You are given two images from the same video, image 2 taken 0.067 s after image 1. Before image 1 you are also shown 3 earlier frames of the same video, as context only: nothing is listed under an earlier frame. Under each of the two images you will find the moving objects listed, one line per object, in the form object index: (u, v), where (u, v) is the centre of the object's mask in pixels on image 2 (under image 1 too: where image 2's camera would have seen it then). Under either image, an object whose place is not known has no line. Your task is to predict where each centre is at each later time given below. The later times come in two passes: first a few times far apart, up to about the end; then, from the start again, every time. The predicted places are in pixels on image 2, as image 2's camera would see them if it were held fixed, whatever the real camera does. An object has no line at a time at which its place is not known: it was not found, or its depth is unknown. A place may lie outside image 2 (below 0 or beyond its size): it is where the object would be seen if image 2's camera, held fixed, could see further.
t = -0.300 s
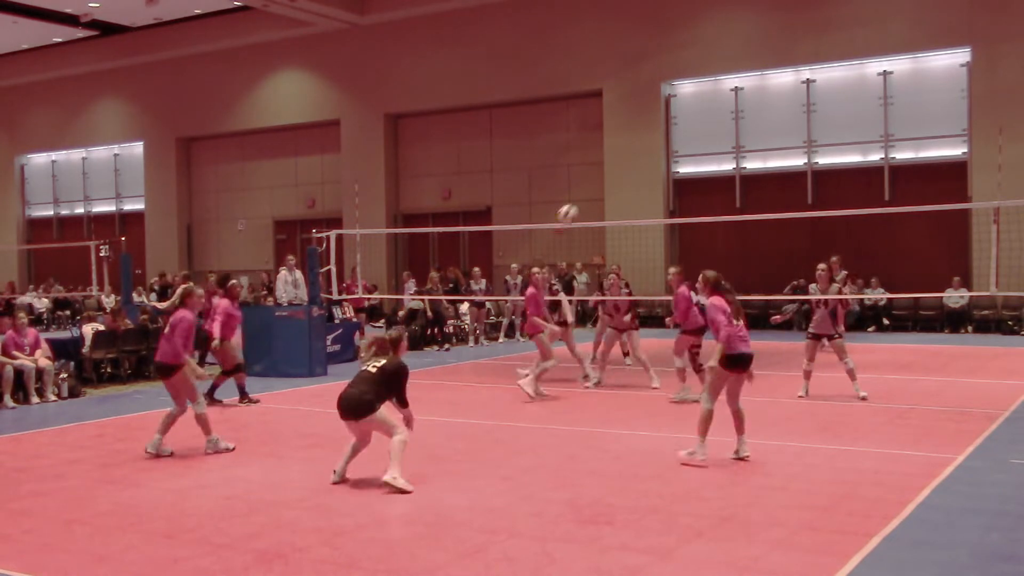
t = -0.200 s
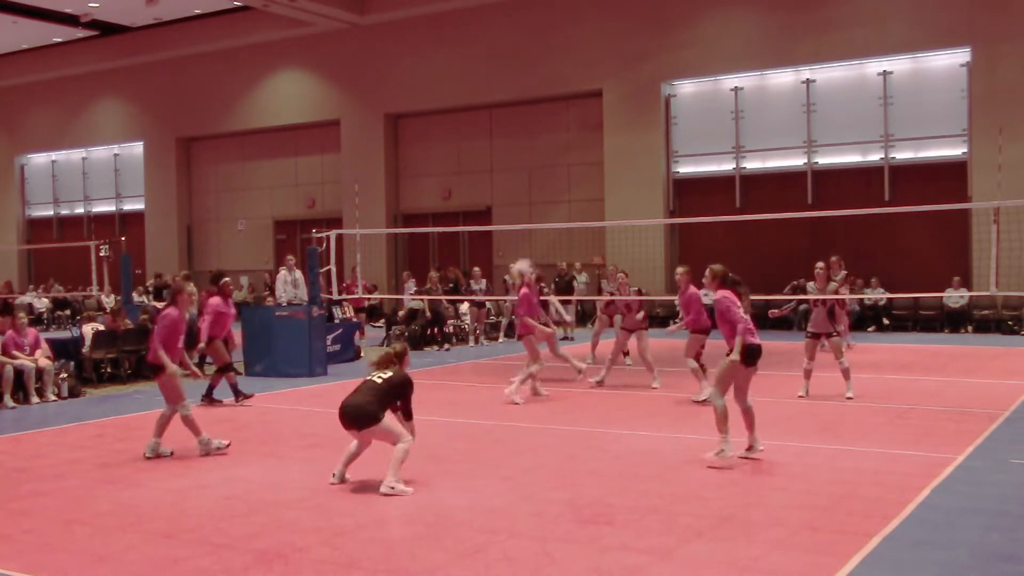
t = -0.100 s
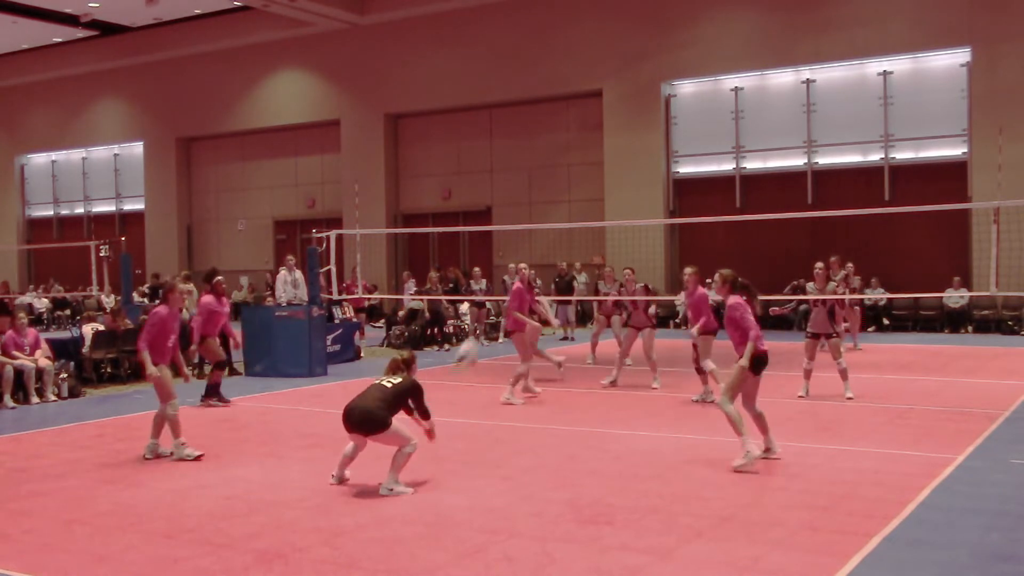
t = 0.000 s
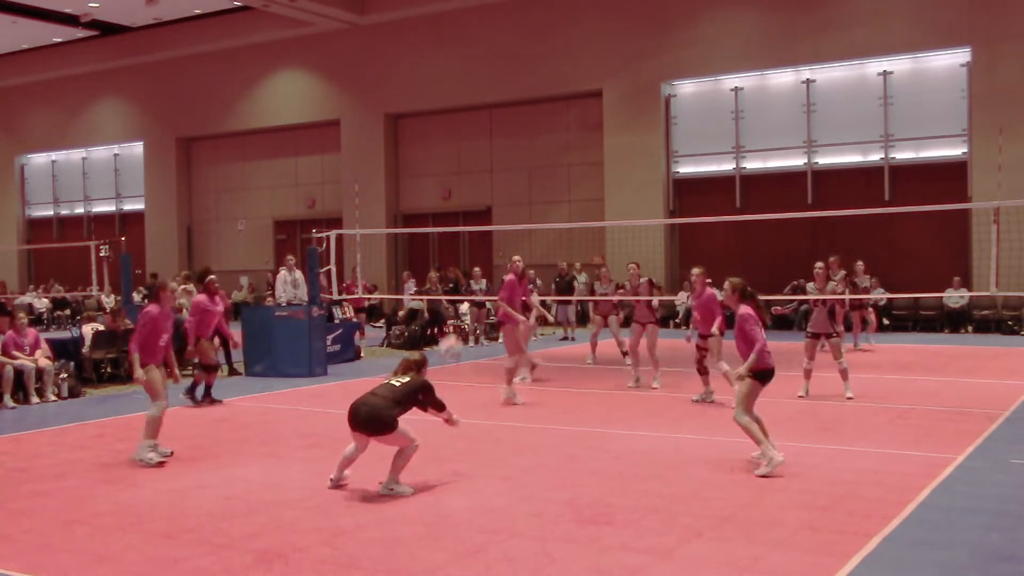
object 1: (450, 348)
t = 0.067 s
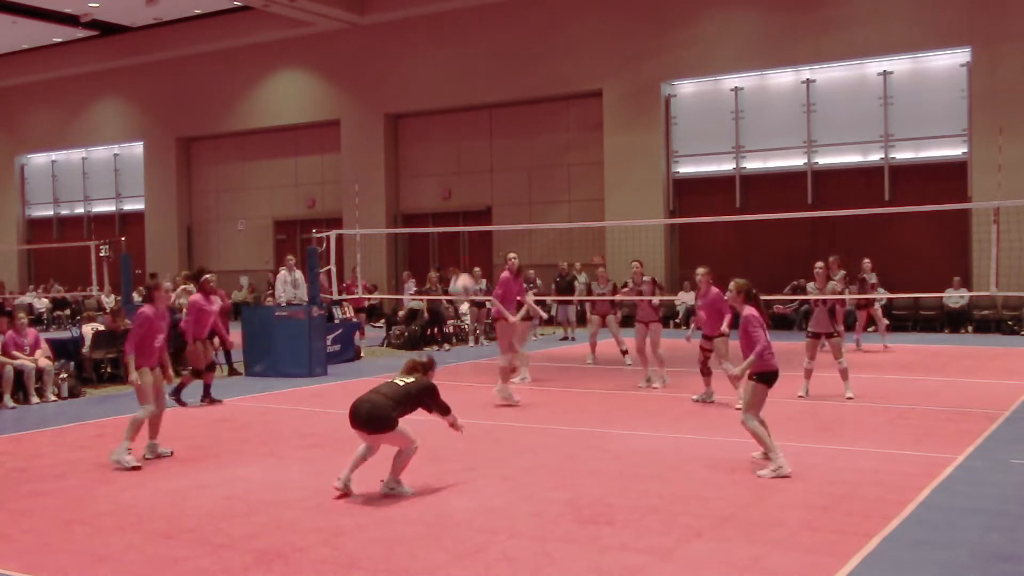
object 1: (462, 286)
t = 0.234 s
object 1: (489, 163)
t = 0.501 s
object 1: (525, 43)
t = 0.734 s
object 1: (554, 9)
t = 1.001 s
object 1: (585, 36)
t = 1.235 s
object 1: (610, 112)
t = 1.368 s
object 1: (625, 177)
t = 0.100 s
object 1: (467, 259)
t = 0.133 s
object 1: (473, 234)
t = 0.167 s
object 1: (478, 208)
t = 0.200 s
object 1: (483, 184)
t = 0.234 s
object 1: (489, 163)
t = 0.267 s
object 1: (493, 142)
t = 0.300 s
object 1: (498, 124)
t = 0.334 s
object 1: (503, 107)
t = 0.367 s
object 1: (508, 91)
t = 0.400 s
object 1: (512, 77)
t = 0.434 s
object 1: (517, 64)
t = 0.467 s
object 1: (521, 53)
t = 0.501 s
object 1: (525, 43)
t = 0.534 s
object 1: (529, 34)
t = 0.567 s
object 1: (534, 26)
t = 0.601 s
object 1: (538, 20)
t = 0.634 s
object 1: (542, 16)
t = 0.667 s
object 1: (547, 11)
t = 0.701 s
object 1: (551, 10)
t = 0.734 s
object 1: (554, 9)
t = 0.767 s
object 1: (559, 9)
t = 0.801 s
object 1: (563, 9)
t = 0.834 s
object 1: (566, 11)
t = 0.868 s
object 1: (570, 13)
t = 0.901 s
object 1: (574, 17)
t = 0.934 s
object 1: (578, 22)
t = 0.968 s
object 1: (582, 29)
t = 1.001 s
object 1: (585, 36)
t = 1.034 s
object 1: (589, 44)
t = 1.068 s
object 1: (592, 53)
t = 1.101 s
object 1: (596, 63)
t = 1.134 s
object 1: (599, 74)
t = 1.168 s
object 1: (603, 86)
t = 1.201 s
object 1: (607, 98)
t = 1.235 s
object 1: (610, 112)
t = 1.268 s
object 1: (614, 126)
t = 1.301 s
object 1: (617, 143)
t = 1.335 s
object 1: (621, 161)
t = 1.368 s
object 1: (625, 177)
